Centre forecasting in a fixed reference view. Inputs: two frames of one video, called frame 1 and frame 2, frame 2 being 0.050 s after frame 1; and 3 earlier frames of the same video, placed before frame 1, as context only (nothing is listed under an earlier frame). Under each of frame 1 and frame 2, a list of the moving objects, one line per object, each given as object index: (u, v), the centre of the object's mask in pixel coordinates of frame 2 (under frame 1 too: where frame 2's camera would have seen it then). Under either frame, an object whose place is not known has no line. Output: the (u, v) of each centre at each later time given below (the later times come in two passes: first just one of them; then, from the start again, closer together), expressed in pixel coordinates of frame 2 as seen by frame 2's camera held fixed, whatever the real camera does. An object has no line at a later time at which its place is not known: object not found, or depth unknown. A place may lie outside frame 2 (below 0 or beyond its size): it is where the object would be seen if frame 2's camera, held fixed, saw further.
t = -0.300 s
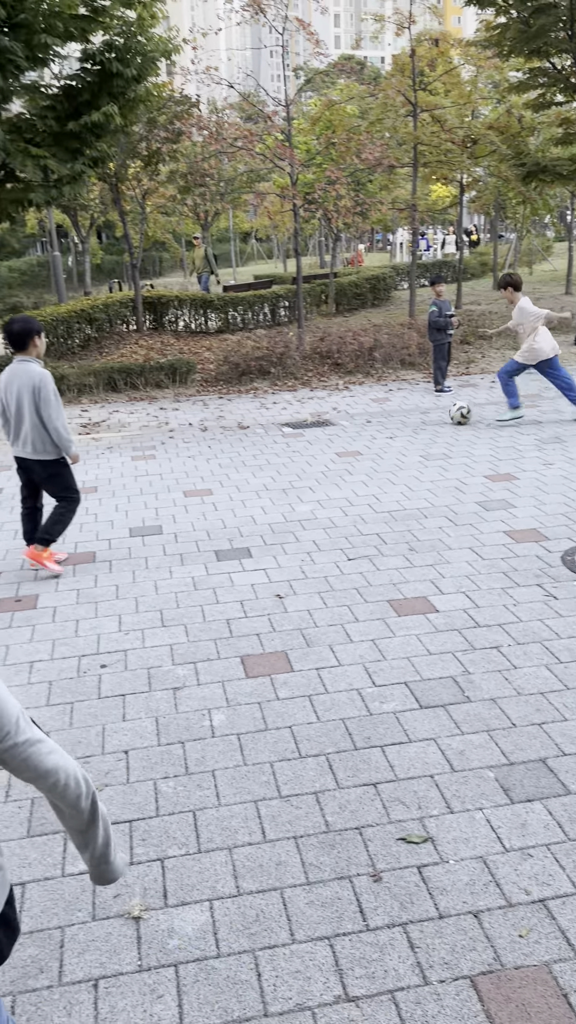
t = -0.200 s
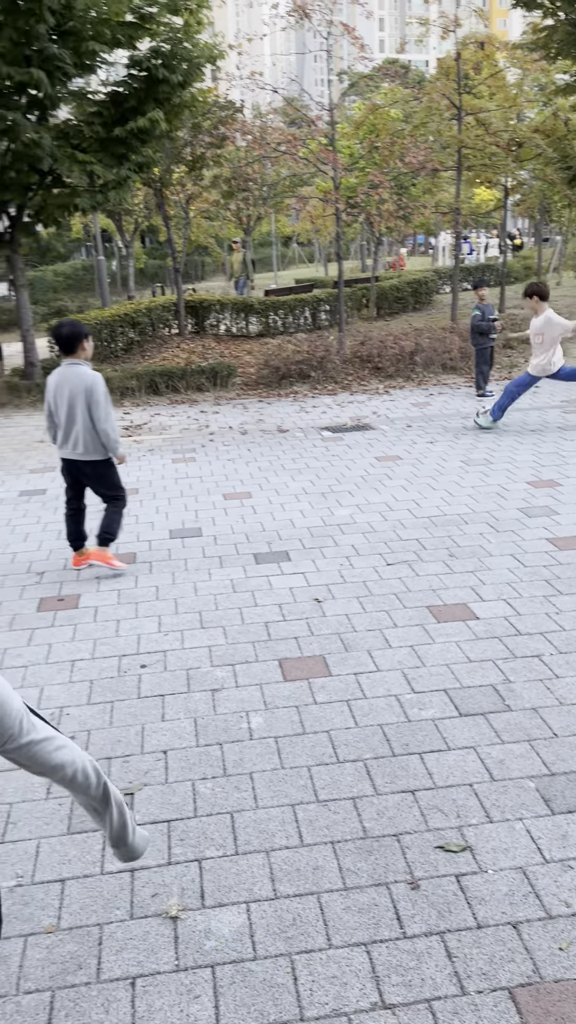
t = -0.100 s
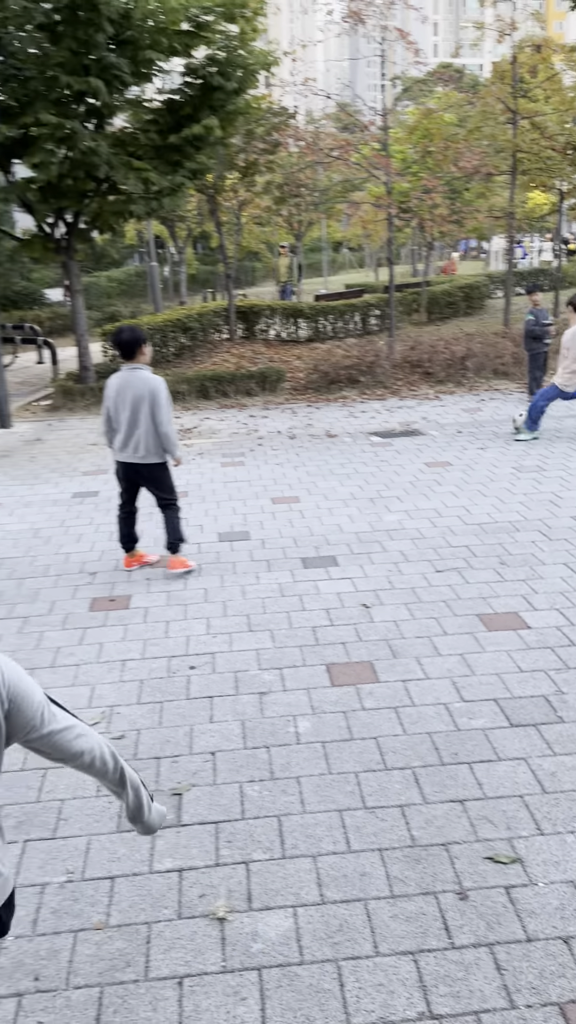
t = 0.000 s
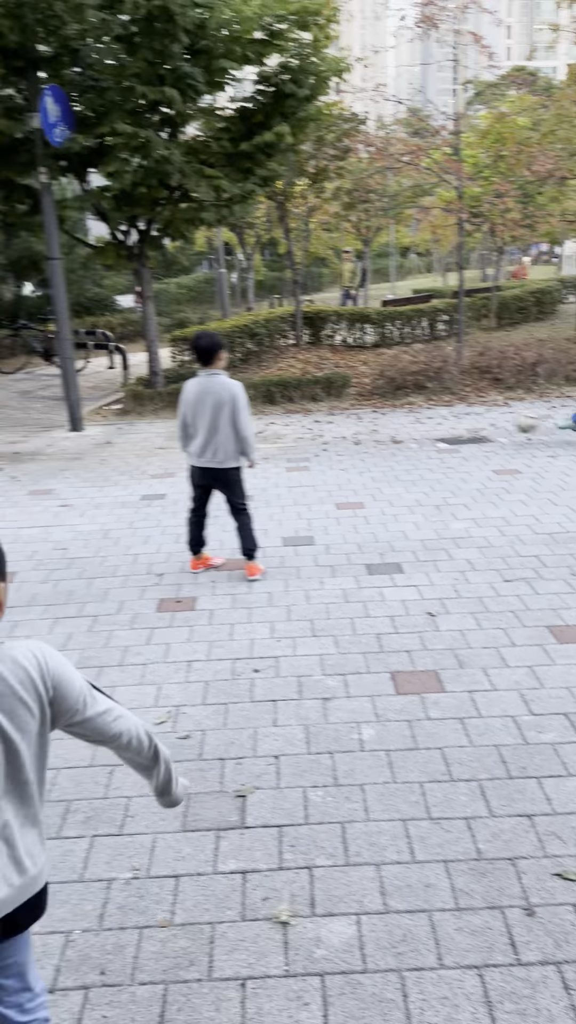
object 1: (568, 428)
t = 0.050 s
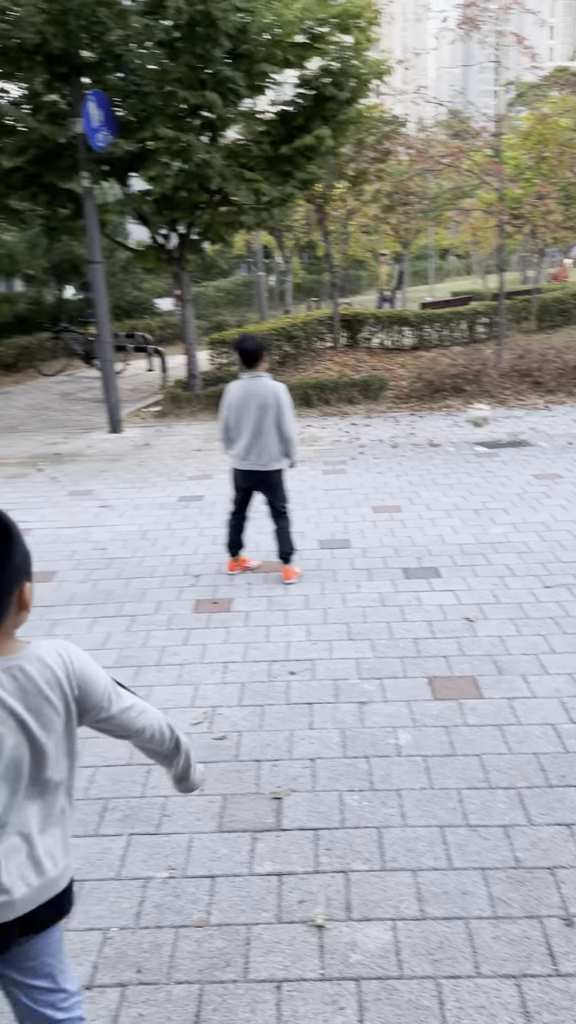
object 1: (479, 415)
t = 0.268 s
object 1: (80, 398)
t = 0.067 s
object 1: (450, 411)
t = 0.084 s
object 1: (420, 409)
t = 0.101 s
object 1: (390, 406)
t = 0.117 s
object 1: (358, 404)
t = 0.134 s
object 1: (328, 403)
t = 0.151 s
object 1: (305, 397)
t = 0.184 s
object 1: (233, 398)
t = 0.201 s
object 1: (206, 399)
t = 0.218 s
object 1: (174, 398)
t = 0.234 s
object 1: (143, 398)
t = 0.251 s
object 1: (111, 398)
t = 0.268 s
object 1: (80, 398)
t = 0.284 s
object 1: (48, 399)
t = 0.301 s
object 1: (15, 400)
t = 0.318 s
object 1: (-18, 402)
